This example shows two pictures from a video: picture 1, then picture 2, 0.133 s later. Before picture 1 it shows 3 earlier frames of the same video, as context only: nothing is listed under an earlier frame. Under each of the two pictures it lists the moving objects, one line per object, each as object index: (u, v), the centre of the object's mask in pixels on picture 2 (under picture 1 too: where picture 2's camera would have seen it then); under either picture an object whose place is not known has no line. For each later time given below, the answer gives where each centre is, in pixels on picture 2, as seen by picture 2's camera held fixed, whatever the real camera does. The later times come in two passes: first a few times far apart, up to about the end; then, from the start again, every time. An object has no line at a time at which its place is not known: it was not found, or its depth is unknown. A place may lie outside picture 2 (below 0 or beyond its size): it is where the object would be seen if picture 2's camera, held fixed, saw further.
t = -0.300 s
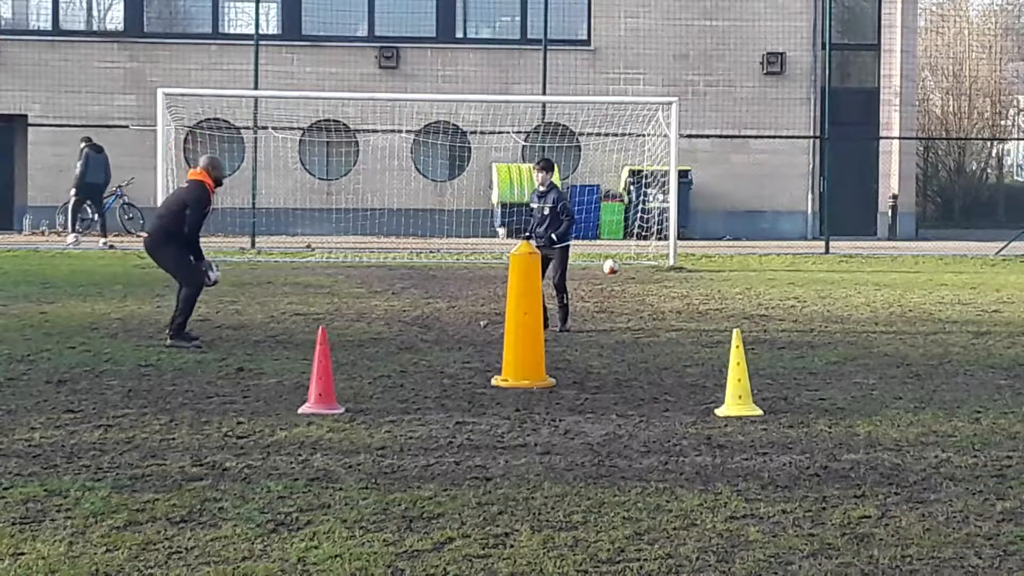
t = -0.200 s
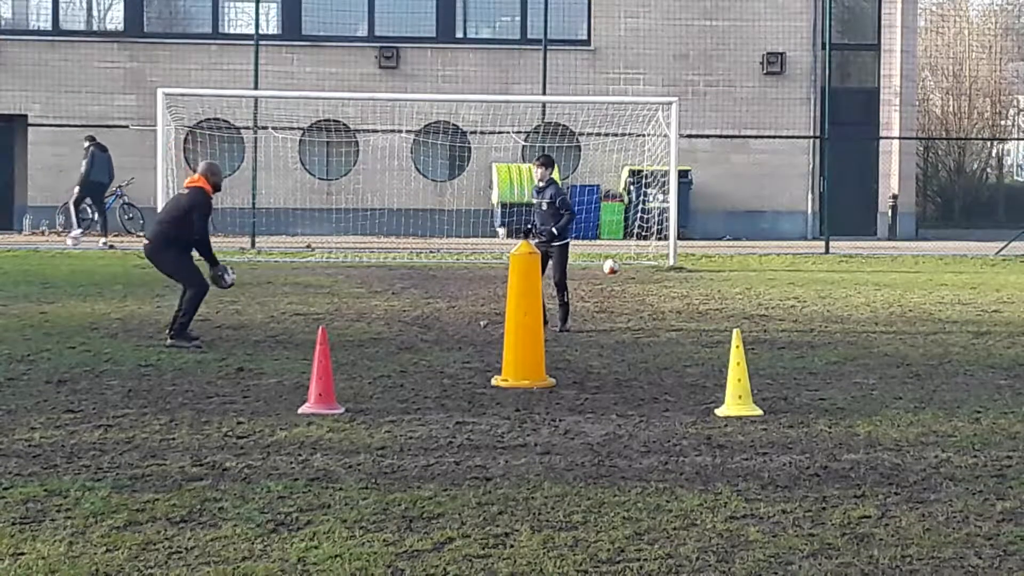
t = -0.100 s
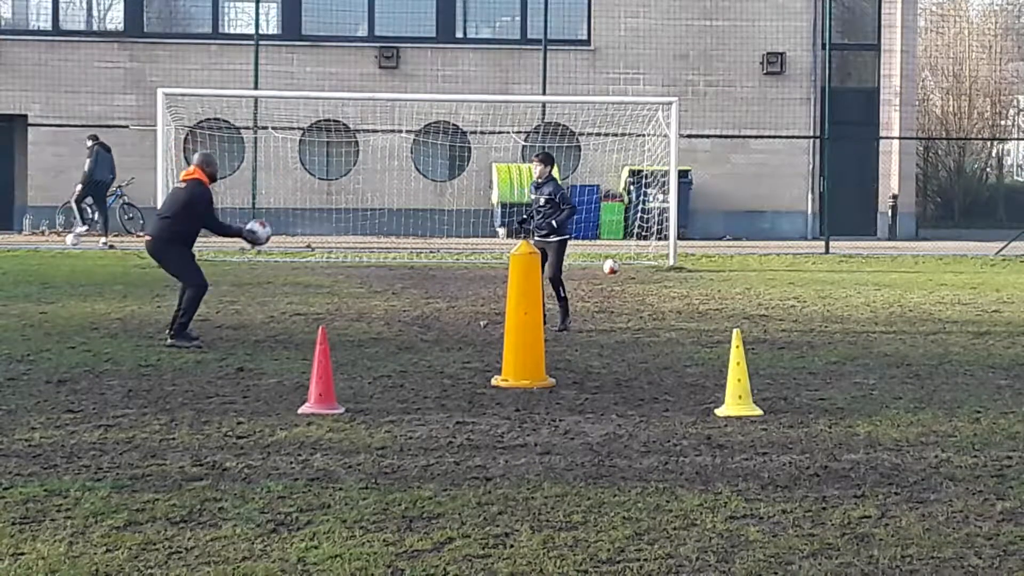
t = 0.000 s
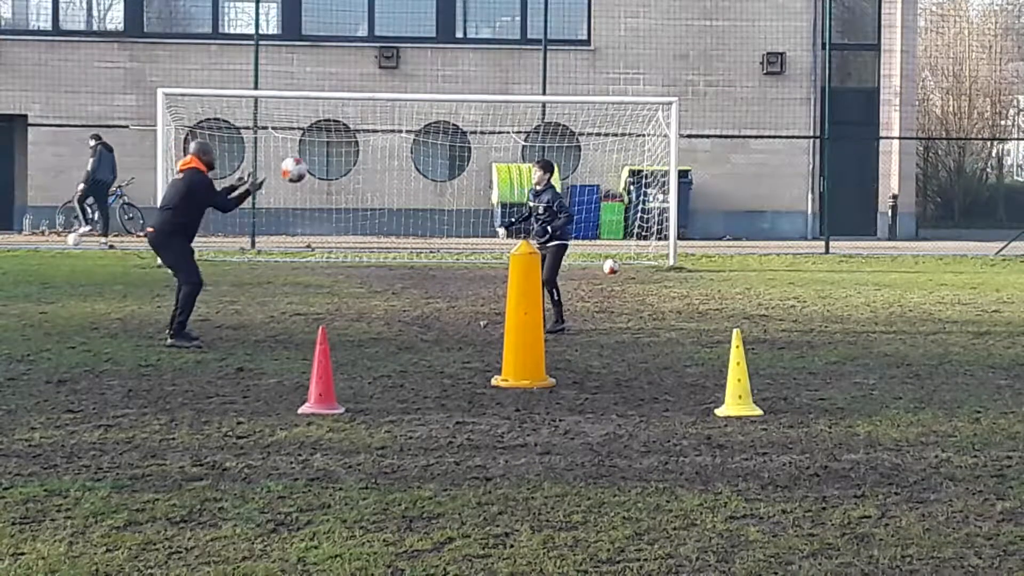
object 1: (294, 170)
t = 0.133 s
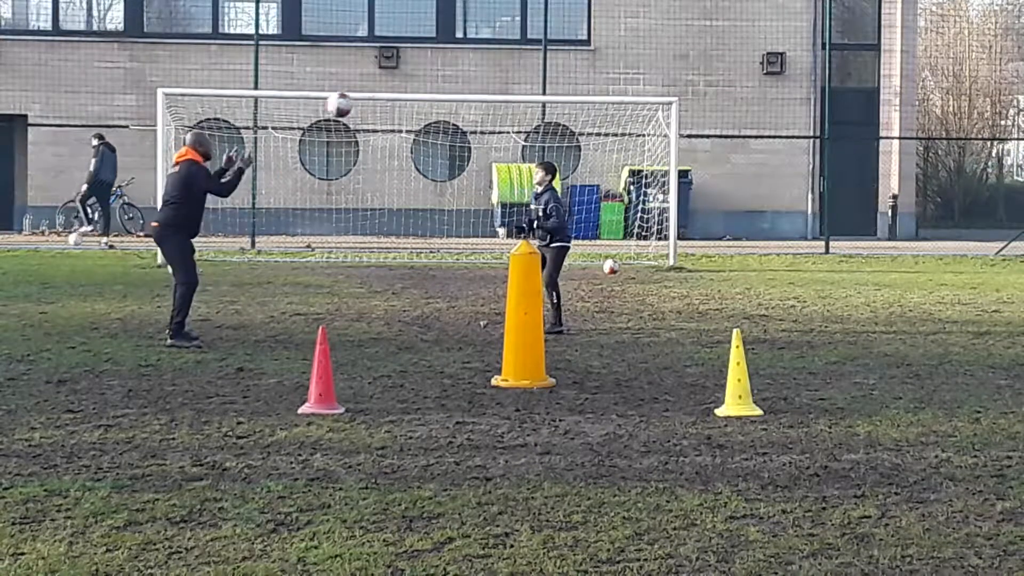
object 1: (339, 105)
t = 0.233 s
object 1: (372, 69)
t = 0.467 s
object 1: (446, 34)
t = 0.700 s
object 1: (515, 62)
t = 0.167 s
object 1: (350, 91)
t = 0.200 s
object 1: (361, 79)
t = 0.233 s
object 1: (372, 69)
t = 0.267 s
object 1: (383, 60)
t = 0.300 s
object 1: (392, 53)
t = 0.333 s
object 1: (404, 47)
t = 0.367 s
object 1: (415, 41)
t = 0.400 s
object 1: (425, 38)
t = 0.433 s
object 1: (435, 35)
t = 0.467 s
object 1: (446, 34)
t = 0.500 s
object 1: (455, 35)
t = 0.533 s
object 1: (465, 36)
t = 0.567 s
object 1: (475, 39)
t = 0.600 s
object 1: (486, 42)
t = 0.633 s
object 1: (496, 48)
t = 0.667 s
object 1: (505, 54)
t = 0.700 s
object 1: (515, 62)
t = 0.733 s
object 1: (524, 71)
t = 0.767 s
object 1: (534, 81)
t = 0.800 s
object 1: (543, 91)
